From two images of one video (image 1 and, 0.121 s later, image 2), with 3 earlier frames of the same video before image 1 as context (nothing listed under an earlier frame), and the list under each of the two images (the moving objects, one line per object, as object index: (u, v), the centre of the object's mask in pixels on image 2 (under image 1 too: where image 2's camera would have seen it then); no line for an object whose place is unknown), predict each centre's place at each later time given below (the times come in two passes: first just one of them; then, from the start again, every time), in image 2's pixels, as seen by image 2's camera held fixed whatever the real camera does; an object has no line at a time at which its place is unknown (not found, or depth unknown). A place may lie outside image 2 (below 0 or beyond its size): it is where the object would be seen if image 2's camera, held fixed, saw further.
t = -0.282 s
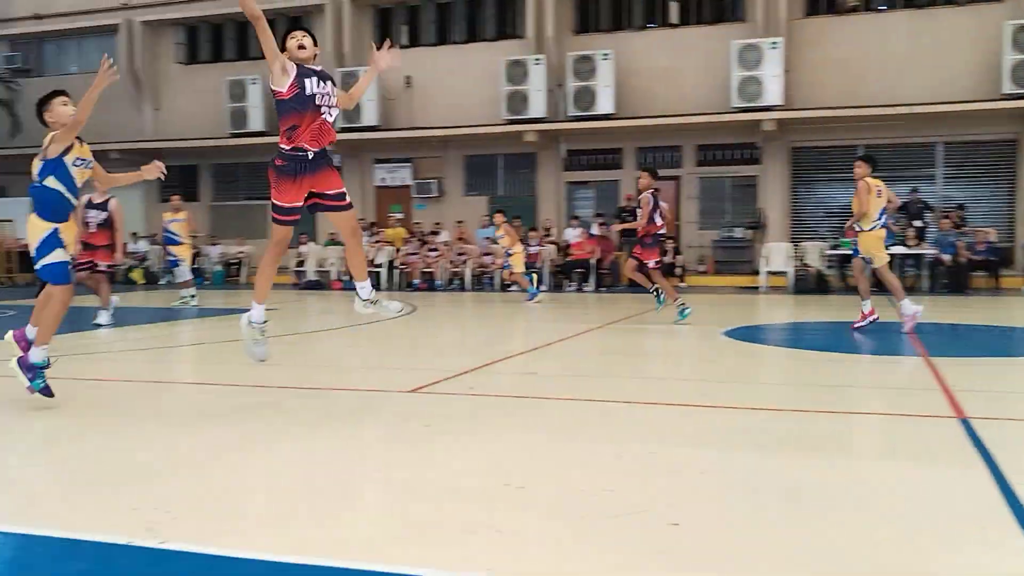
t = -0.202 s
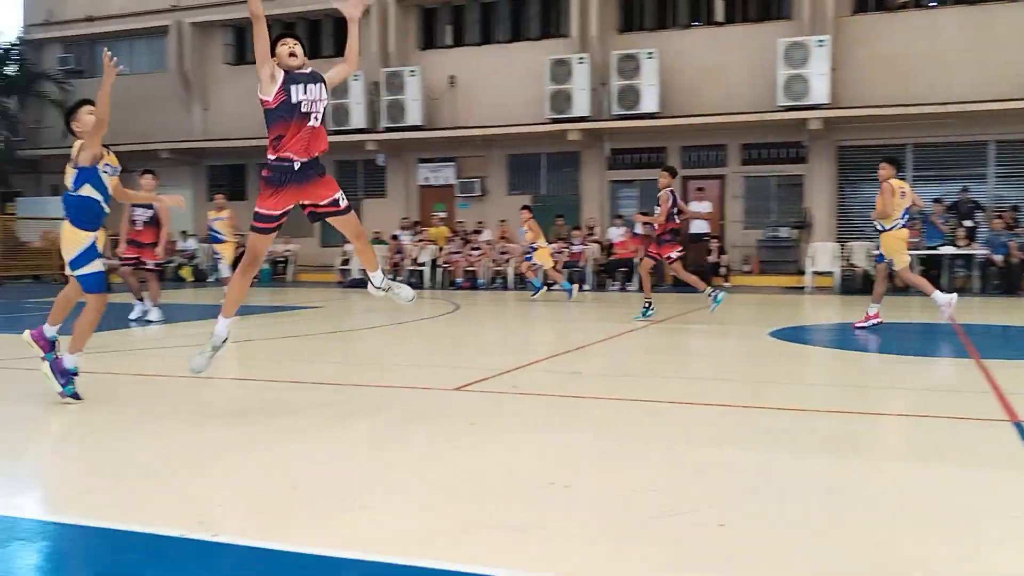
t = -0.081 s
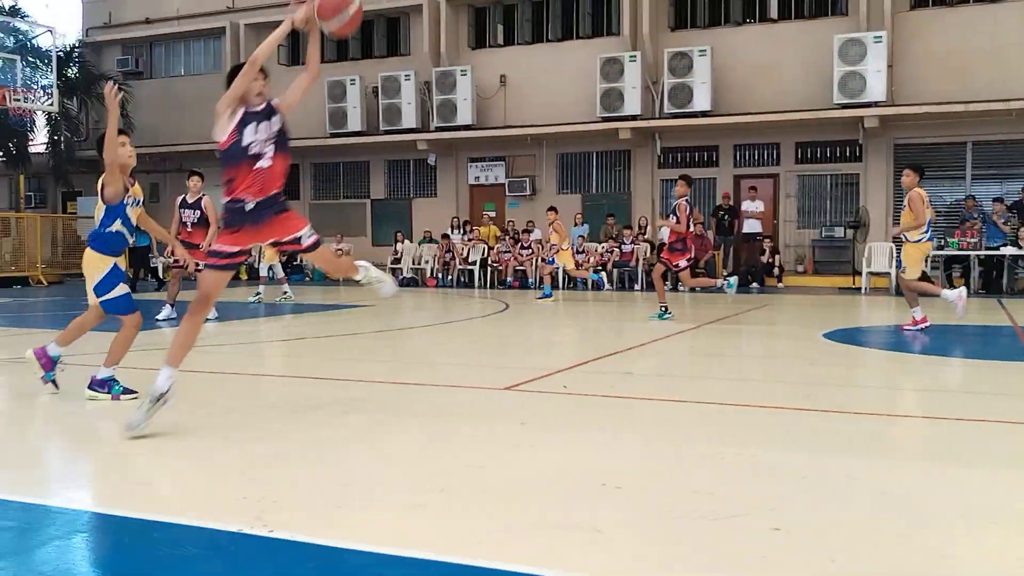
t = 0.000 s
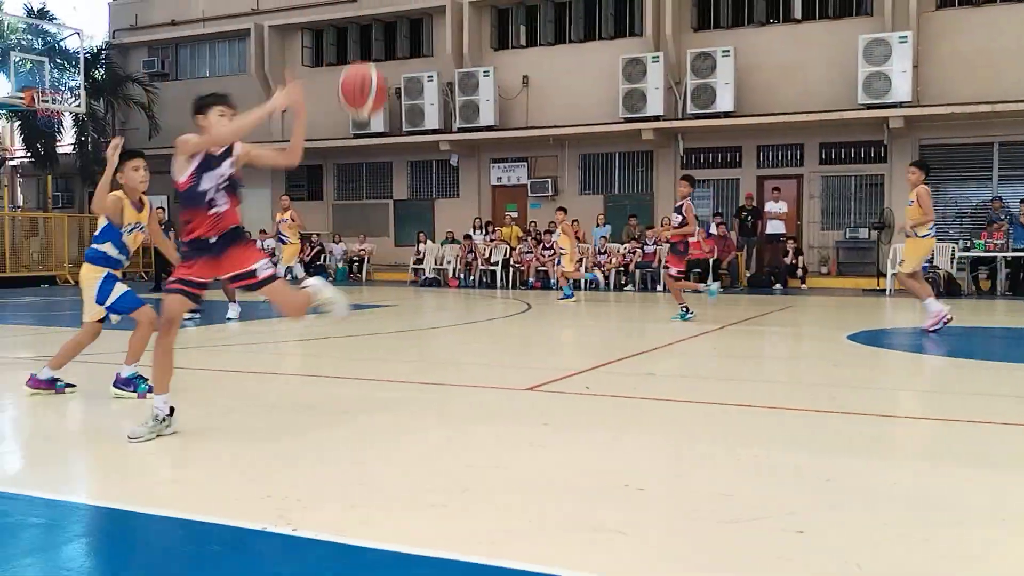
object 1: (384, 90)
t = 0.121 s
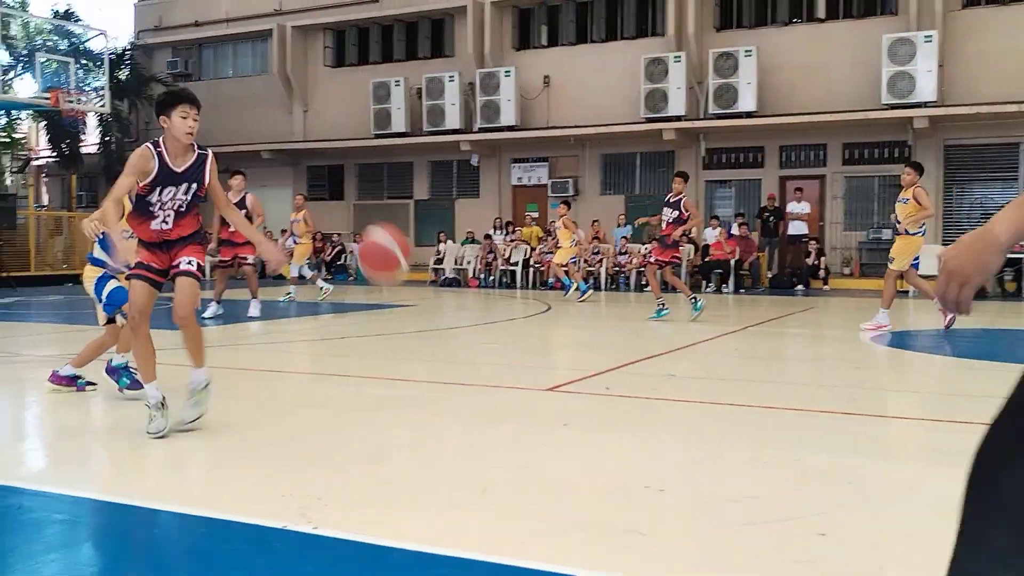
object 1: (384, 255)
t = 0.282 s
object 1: (372, 364)
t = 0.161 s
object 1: (383, 320)
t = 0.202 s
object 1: (381, 396)
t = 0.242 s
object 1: (377, 416)
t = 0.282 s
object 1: (372, 364)
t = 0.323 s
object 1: (367, 312)
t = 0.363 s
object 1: (363, 264)
